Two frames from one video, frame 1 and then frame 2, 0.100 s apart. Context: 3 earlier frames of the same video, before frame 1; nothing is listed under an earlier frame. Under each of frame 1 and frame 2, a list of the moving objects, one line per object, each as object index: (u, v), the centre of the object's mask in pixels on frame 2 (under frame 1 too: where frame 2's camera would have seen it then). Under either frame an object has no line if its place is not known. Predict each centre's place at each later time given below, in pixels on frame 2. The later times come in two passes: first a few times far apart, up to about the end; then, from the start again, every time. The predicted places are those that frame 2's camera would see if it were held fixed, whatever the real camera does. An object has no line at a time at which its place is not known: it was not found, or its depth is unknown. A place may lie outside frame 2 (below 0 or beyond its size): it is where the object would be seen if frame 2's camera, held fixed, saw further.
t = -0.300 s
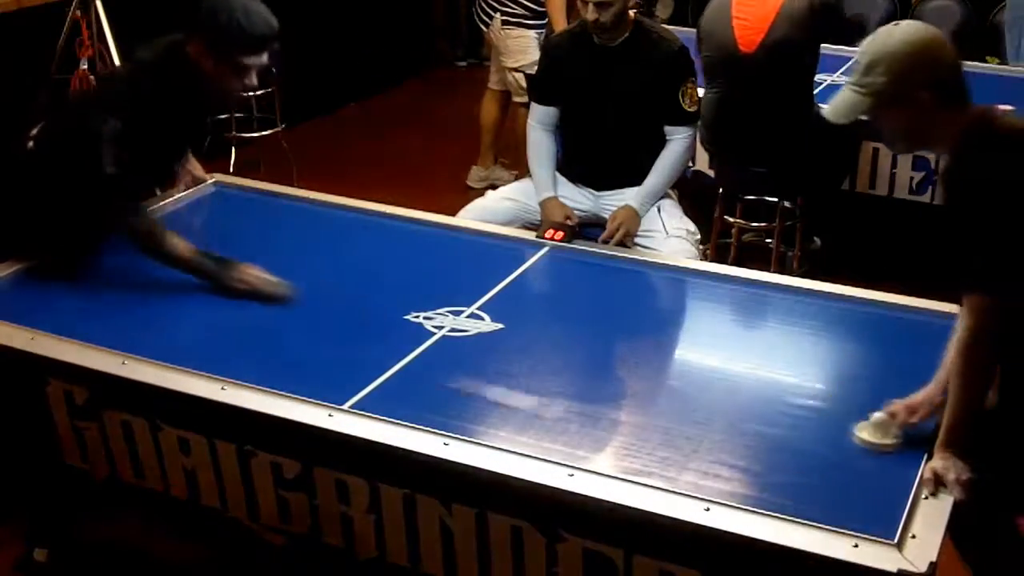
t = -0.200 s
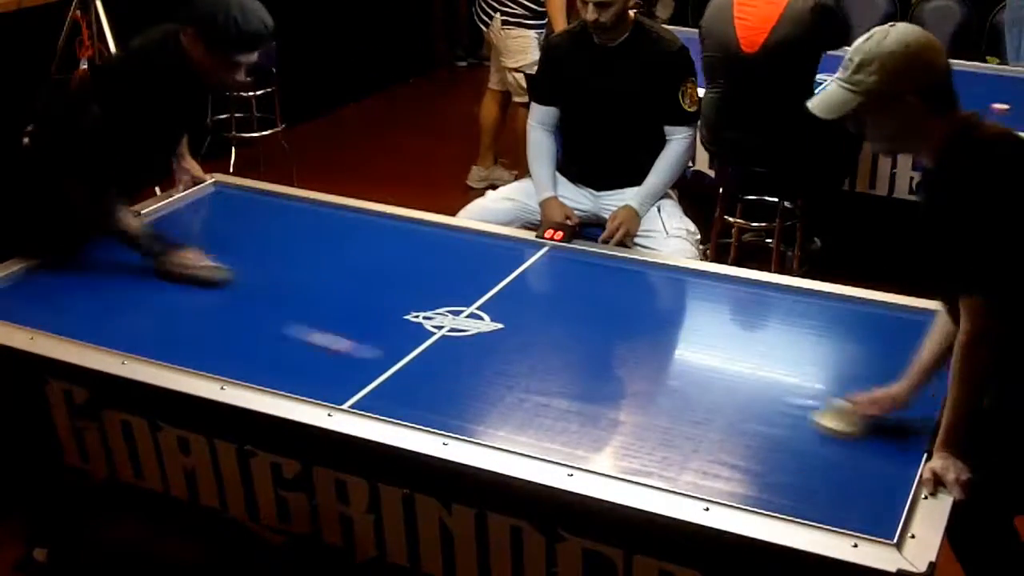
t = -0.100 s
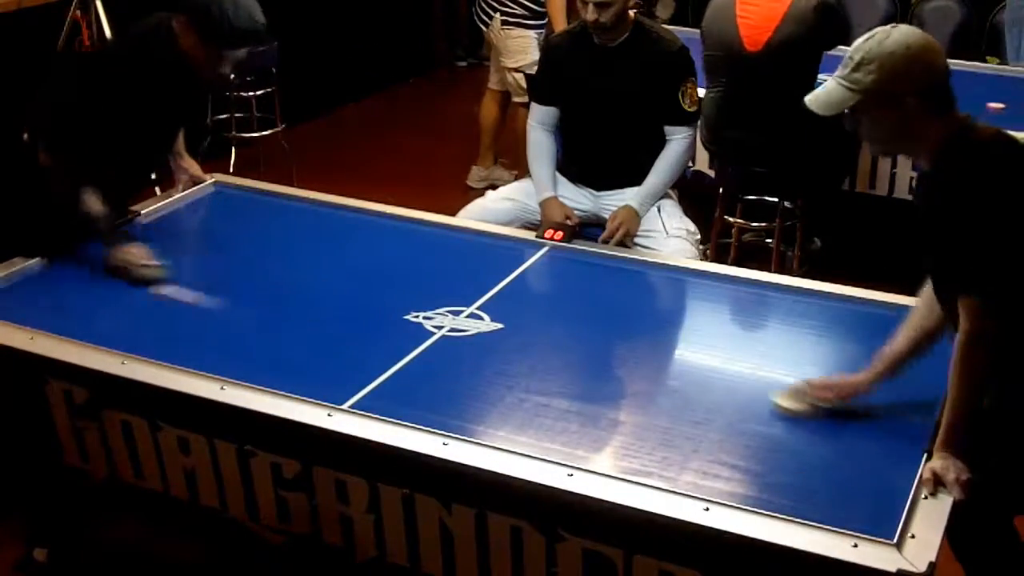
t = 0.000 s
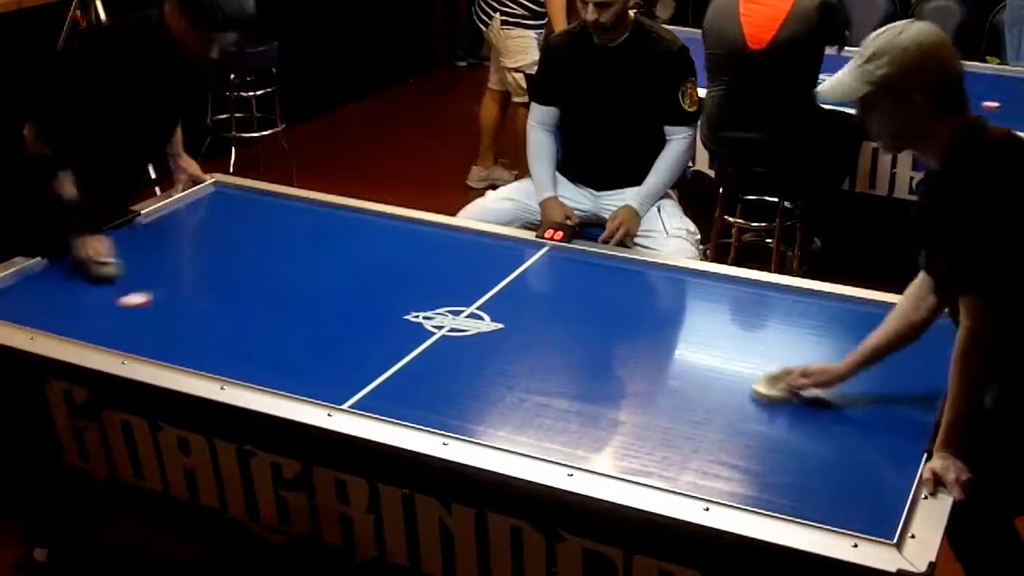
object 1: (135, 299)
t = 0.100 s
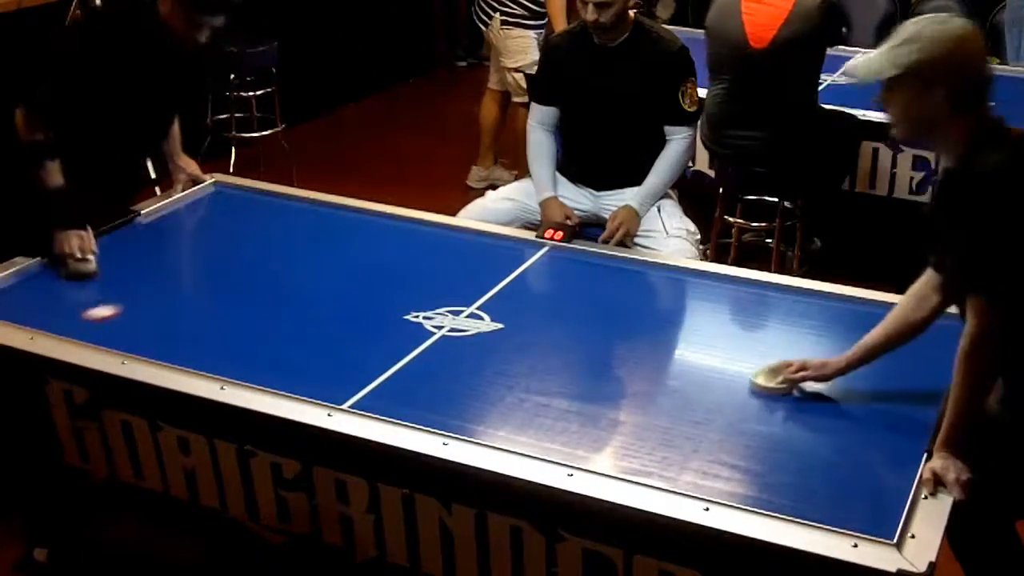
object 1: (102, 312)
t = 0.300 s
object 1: (75, 323)
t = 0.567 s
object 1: (150, 292)
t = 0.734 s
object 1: (194, 274)
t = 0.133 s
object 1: (91, 317)
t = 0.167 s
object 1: (80, 321)
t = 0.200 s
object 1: (69, 325)
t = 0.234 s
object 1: (61, 328)
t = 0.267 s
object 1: (66, 326)
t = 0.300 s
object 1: (75, 323)
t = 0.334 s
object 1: (84, 319)
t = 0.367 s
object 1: (94, 315)
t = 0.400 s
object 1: (104, 311)
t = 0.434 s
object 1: (113, 307)
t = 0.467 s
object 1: (122, 303)
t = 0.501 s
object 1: (132, 299)
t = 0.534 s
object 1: (141, 296)
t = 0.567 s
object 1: (150, 292)
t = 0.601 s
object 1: (158, 288)
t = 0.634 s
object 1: (168, 284)
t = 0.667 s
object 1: (176, 281)
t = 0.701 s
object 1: (185, 277)
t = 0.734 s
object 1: (194, 274)
